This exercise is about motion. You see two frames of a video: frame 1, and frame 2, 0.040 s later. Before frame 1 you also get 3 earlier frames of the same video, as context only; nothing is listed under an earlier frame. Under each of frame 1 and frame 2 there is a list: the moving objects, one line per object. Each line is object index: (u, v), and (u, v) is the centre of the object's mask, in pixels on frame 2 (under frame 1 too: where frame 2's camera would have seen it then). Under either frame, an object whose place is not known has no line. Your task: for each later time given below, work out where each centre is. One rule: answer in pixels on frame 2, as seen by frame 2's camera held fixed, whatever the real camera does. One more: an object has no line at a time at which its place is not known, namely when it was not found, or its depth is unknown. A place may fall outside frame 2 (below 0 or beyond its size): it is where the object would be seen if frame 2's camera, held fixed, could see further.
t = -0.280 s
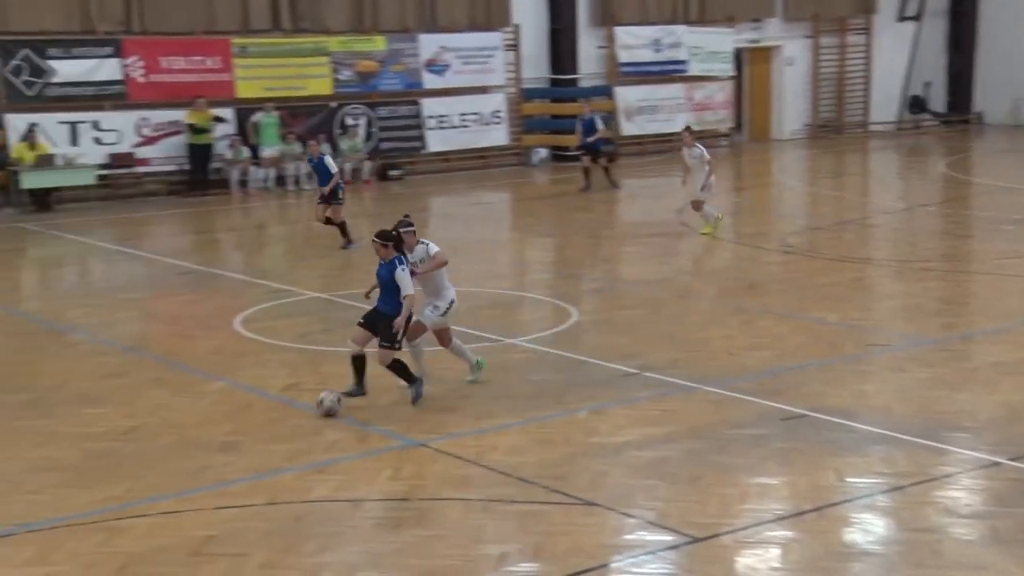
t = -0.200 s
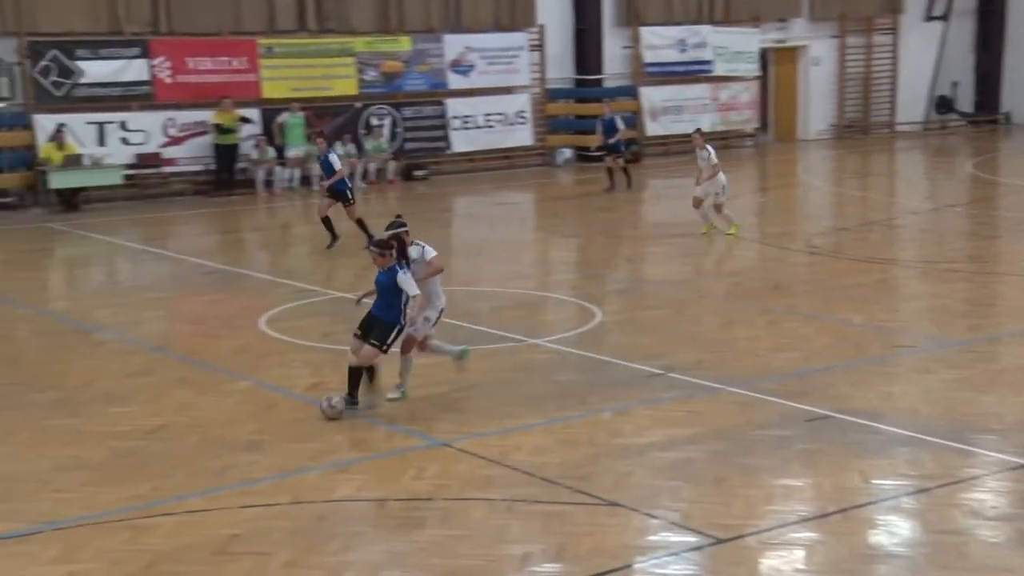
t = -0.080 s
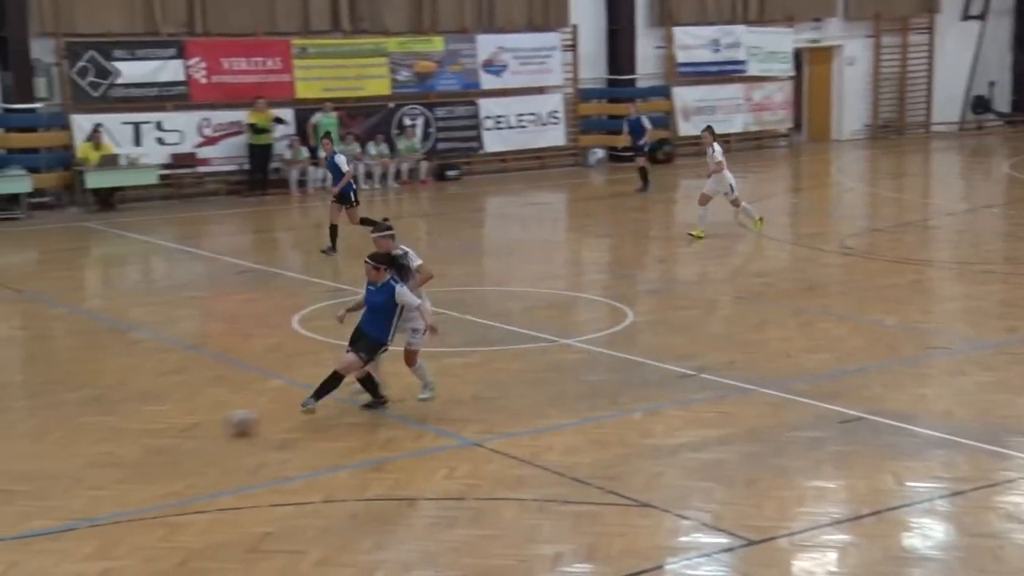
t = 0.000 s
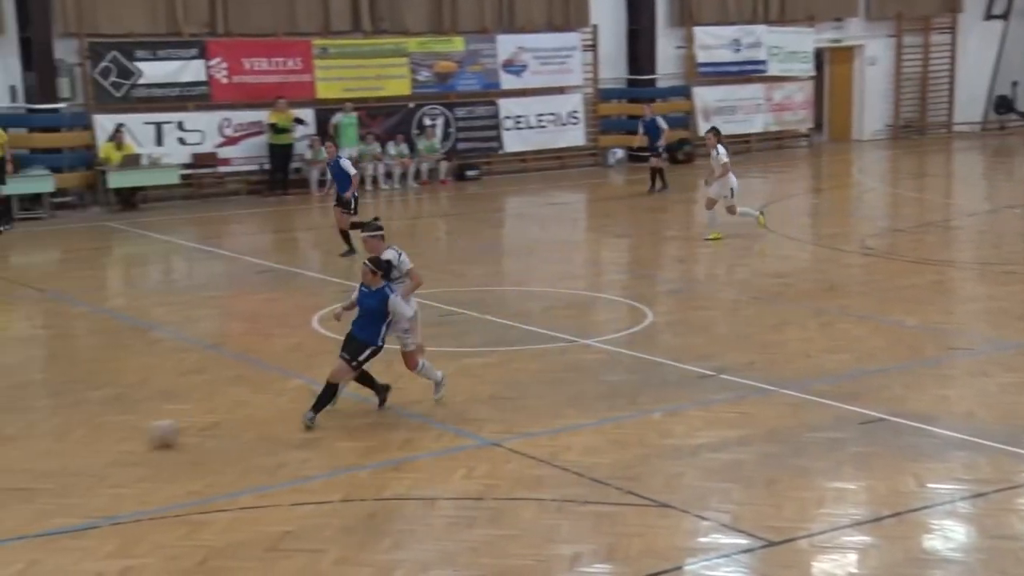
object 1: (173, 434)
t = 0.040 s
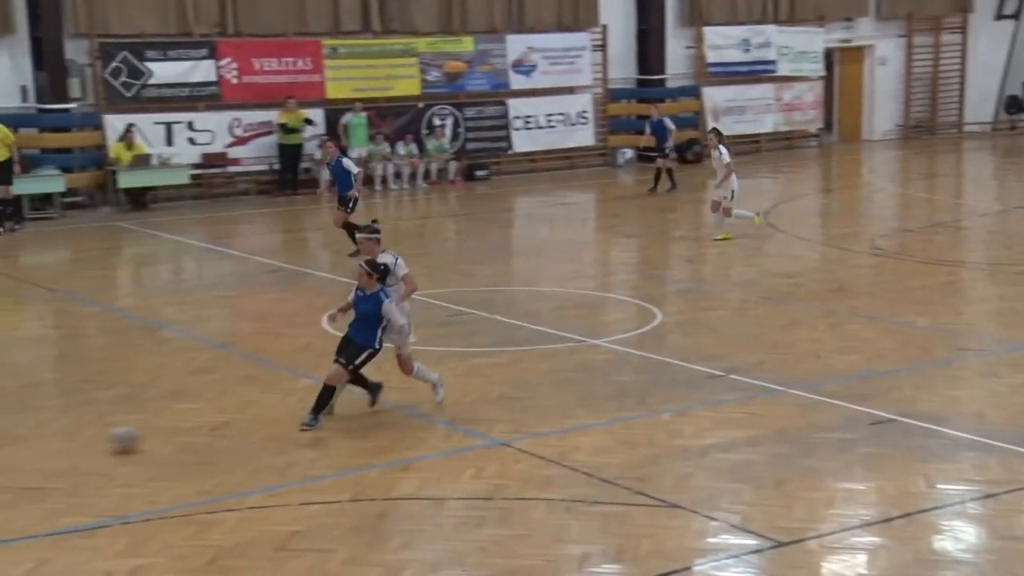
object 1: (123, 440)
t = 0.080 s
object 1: (74, 447)
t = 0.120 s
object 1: (24, 454)
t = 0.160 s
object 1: (-23, 458)
